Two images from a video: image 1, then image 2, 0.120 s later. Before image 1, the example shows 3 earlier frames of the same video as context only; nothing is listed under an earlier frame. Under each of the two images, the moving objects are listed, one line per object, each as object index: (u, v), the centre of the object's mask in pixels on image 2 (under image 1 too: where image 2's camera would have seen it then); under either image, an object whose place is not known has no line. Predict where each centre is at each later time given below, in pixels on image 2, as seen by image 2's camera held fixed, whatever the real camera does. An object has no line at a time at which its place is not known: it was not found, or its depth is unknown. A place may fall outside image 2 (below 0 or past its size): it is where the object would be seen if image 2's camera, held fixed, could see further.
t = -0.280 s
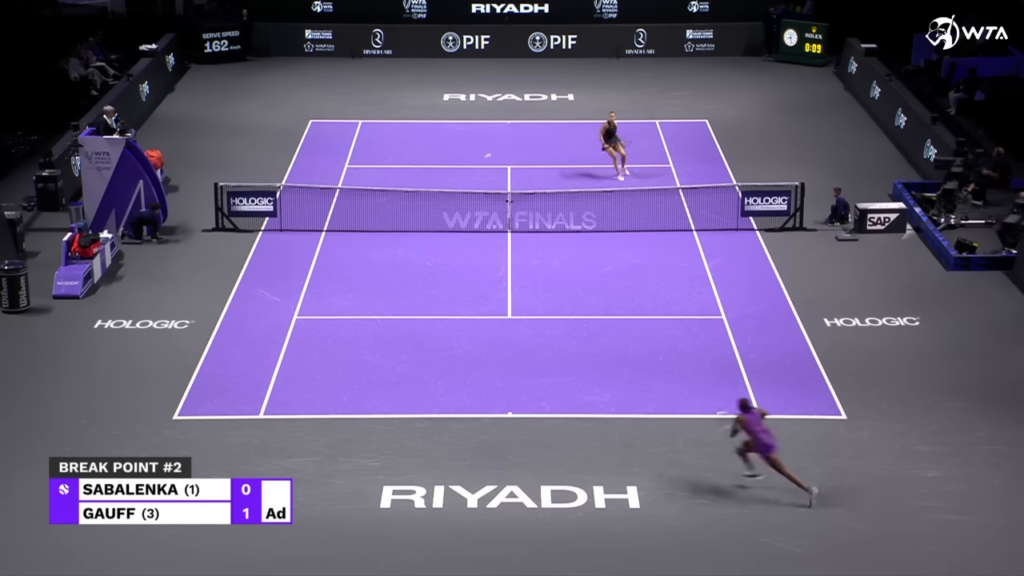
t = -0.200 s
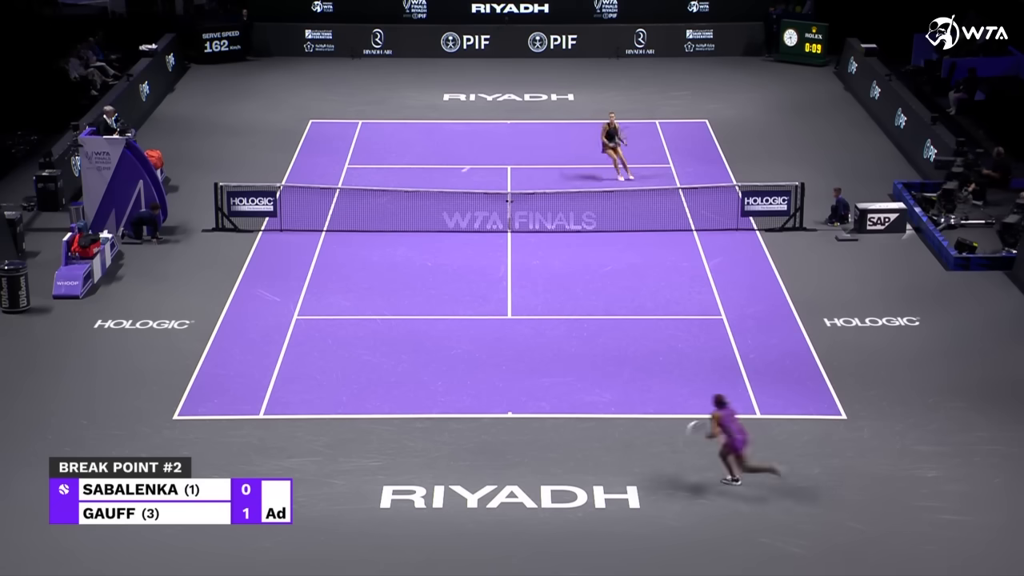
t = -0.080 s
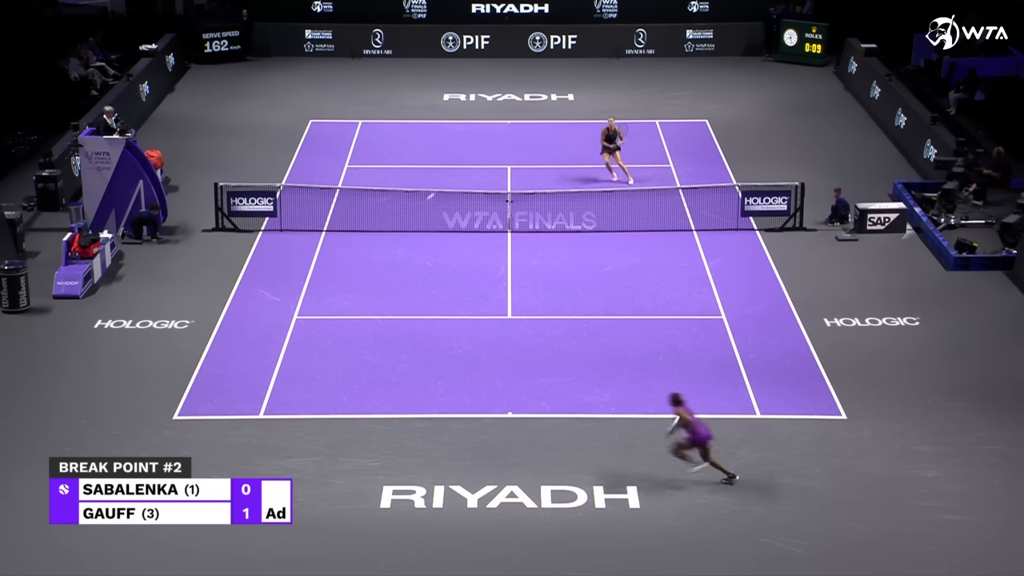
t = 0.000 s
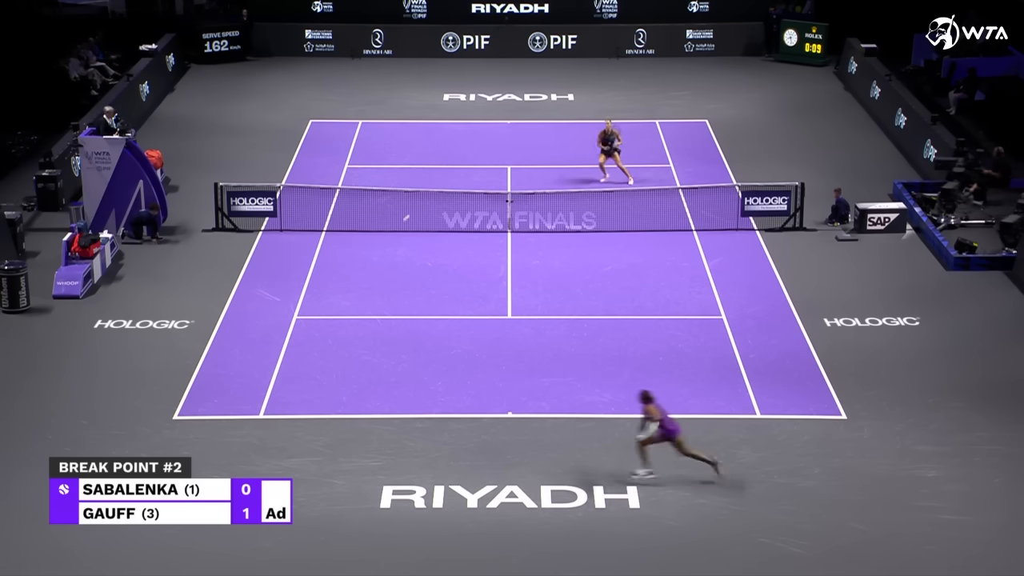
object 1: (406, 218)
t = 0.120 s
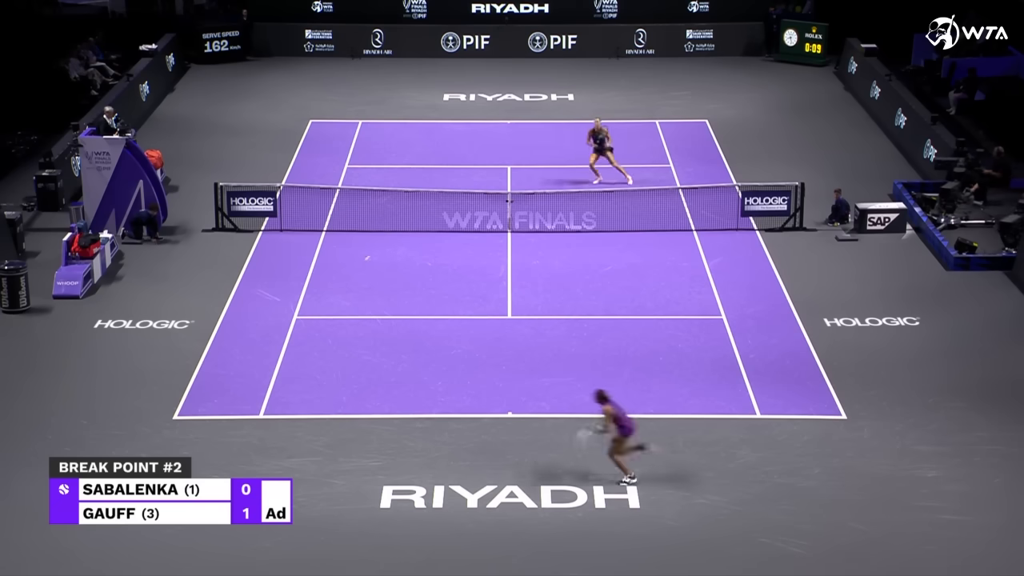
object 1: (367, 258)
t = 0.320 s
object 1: (302, 336)
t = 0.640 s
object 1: (234, 318)
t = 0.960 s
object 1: (162, 358)
